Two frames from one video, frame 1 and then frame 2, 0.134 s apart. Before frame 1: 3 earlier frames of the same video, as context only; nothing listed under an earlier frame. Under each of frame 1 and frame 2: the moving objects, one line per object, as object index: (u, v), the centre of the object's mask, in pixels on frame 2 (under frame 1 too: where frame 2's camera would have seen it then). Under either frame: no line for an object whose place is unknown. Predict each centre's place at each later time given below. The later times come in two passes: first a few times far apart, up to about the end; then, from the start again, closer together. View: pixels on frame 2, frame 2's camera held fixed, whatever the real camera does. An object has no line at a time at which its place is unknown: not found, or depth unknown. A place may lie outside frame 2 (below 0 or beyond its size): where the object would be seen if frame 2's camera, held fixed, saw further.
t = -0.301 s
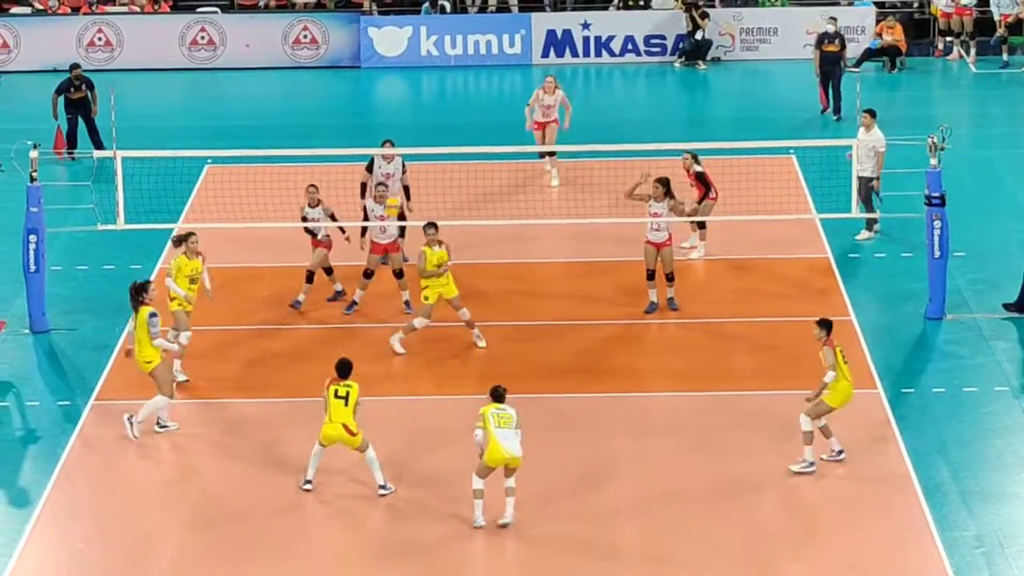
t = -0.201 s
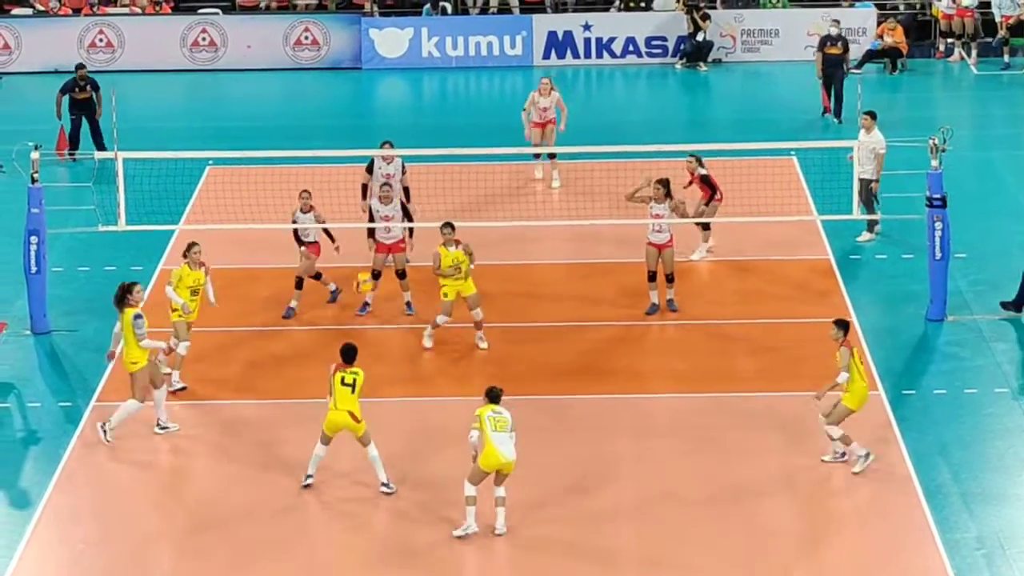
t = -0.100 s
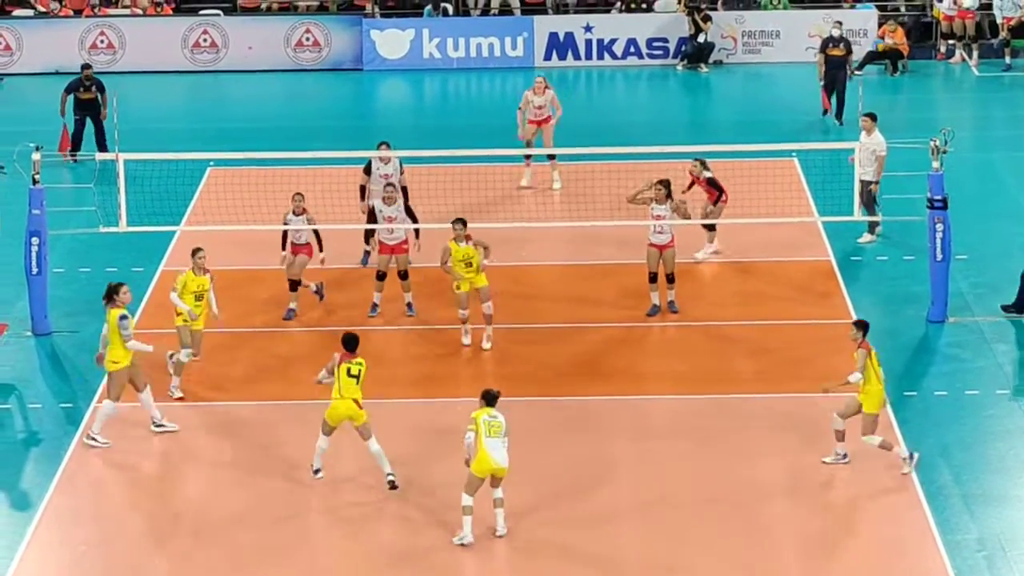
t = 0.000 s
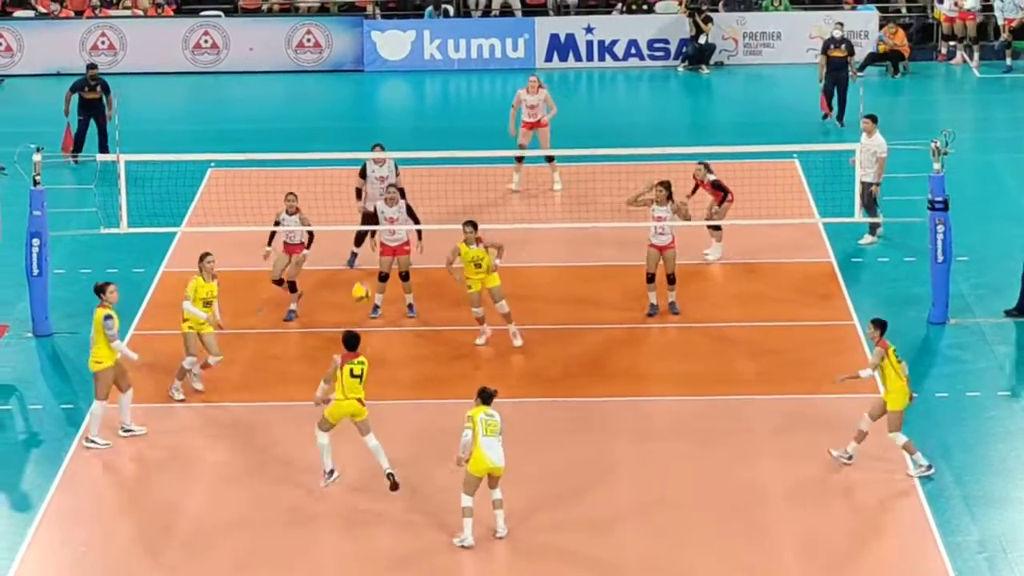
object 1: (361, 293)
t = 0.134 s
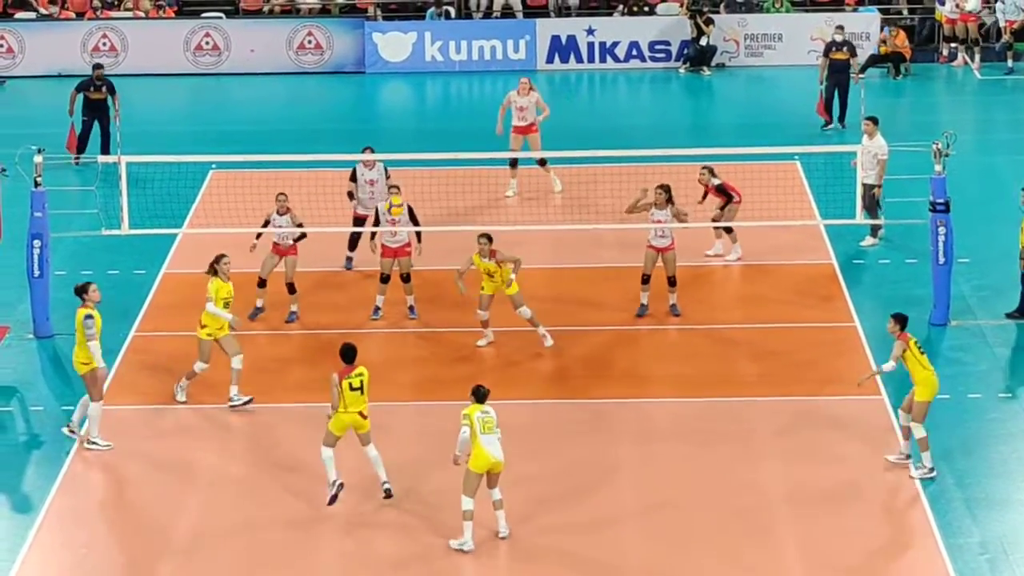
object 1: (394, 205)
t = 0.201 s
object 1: (410, 168)
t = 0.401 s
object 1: (455, 87)
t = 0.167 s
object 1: (402, 187)
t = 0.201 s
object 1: (410, 168)
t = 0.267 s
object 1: (425, 138)
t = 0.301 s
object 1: (433, 123)
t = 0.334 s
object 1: (440, 110)
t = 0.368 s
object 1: (448, 98)
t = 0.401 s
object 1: (455, 87)
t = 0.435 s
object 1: (462, 77)
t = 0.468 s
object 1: (470, 68)
